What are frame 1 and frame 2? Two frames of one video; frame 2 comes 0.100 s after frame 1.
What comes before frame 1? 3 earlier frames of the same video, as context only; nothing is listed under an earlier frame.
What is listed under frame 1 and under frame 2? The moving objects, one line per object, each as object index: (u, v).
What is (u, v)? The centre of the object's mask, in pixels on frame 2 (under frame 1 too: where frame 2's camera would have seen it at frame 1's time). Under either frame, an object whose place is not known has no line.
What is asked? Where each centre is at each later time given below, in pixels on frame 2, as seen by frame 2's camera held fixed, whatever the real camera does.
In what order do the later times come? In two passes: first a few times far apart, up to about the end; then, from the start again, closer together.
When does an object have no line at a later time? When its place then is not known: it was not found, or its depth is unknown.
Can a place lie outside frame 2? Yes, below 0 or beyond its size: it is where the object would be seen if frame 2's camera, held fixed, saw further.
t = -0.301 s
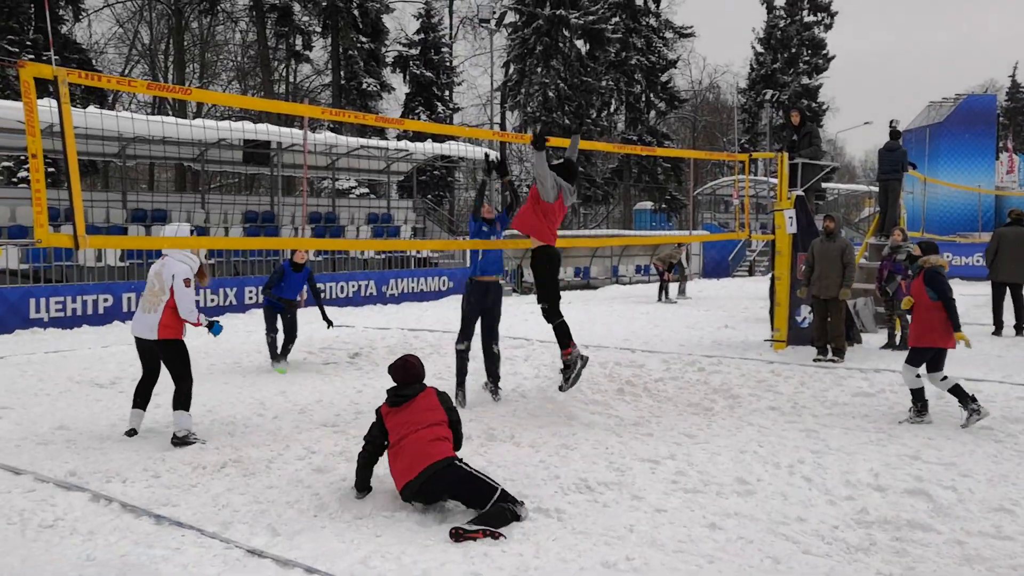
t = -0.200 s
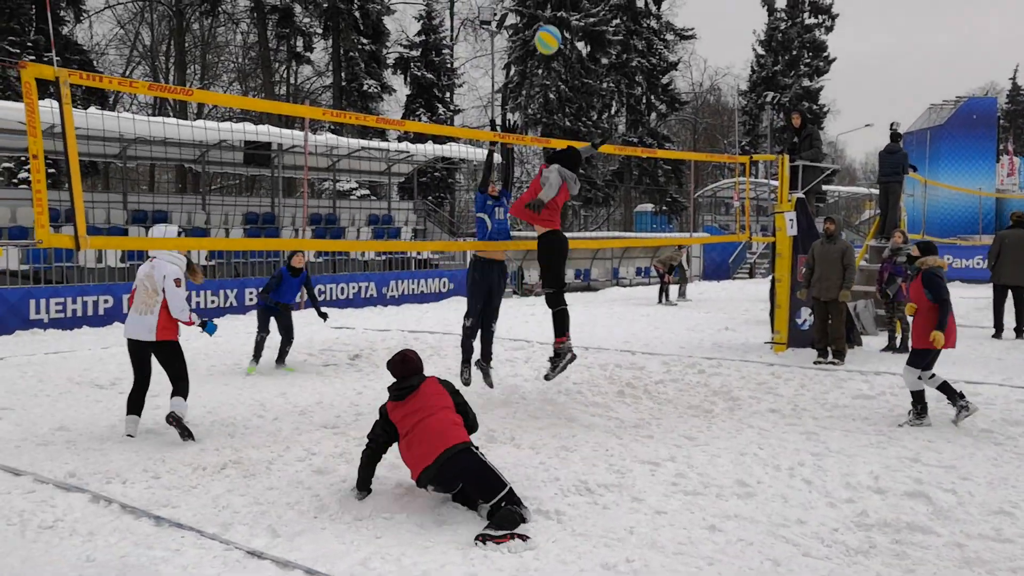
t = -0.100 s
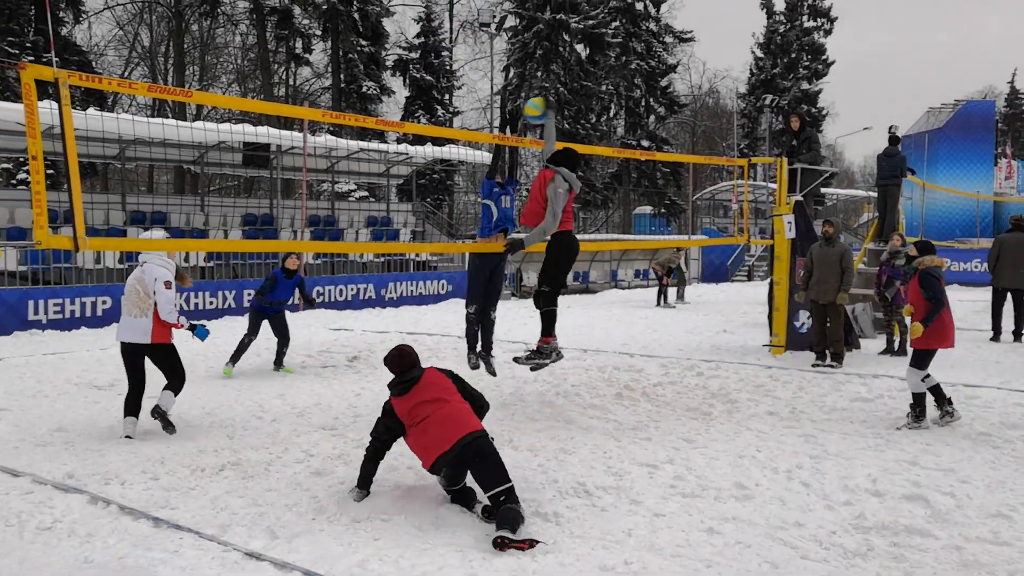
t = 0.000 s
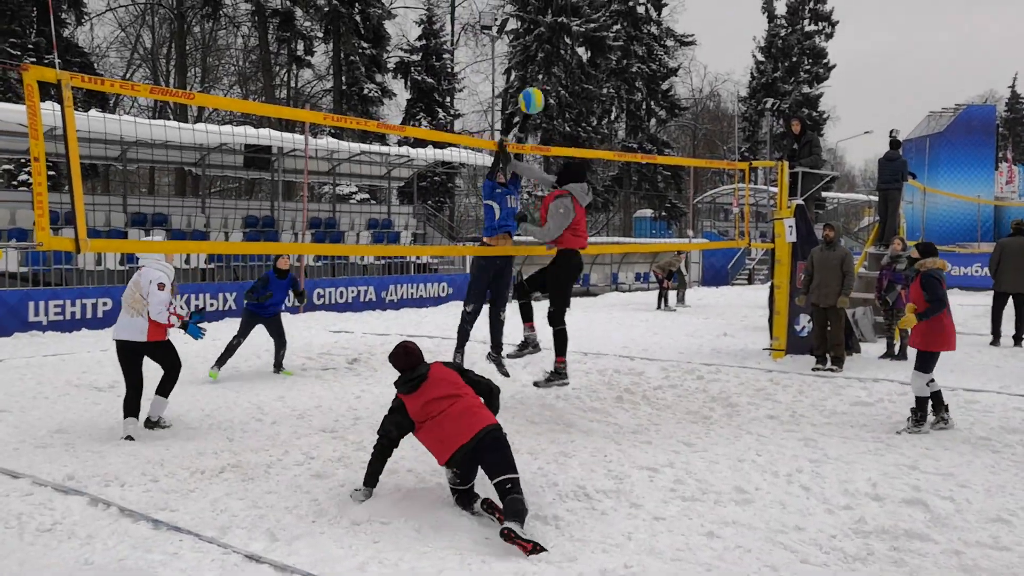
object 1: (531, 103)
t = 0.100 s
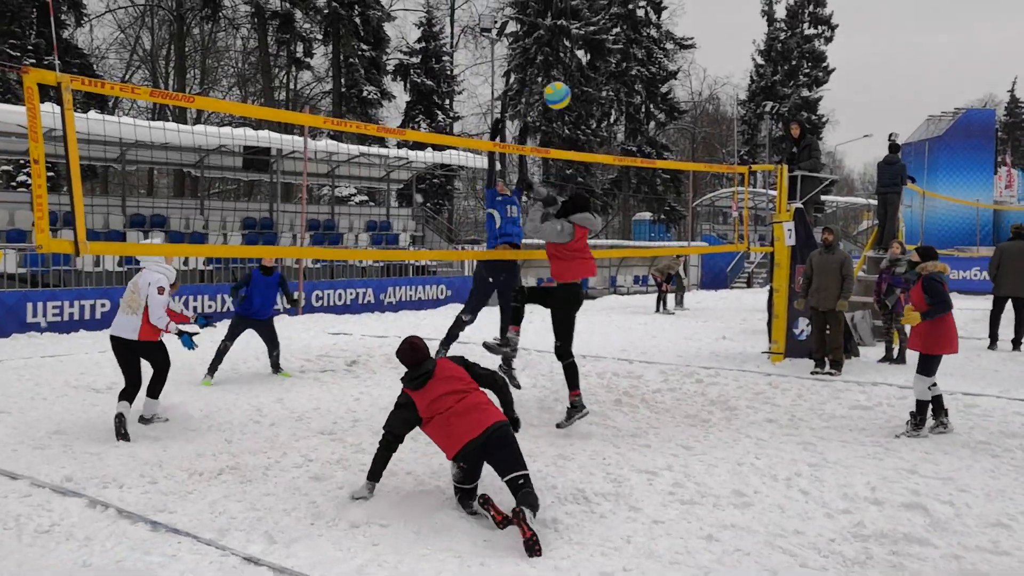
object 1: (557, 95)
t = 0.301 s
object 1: (615, 115)
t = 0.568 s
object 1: (699, 225)
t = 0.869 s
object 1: (804, 460)
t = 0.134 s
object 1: (566, 96)
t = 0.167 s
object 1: (575, 97)
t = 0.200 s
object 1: (585, 100)
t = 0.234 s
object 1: (595, 103)
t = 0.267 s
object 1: (605, 109)
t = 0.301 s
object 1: (615, 115)
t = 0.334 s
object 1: (625, 123)
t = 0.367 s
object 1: (636, 133)
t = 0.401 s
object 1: (645, 143)
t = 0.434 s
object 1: (655, 156)
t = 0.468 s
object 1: (666, 171)
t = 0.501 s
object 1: (678, 188)
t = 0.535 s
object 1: (688, 206)
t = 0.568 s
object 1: (699, 225)
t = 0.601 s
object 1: (711, 247)
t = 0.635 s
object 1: (722, 271)
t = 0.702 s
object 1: (746, 322)
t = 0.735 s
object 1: (757, 352)
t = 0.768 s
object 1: (770, 383)
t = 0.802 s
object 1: (782, 416)
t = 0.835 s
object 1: (794, 453)
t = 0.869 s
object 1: (804, 460)
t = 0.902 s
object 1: (811, 448)
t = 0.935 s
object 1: (818, 438)
